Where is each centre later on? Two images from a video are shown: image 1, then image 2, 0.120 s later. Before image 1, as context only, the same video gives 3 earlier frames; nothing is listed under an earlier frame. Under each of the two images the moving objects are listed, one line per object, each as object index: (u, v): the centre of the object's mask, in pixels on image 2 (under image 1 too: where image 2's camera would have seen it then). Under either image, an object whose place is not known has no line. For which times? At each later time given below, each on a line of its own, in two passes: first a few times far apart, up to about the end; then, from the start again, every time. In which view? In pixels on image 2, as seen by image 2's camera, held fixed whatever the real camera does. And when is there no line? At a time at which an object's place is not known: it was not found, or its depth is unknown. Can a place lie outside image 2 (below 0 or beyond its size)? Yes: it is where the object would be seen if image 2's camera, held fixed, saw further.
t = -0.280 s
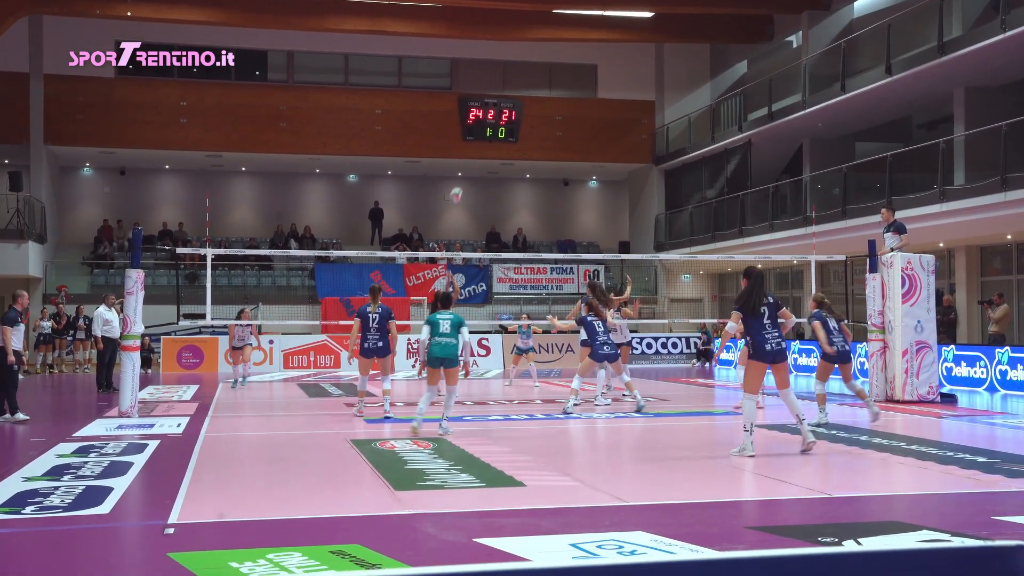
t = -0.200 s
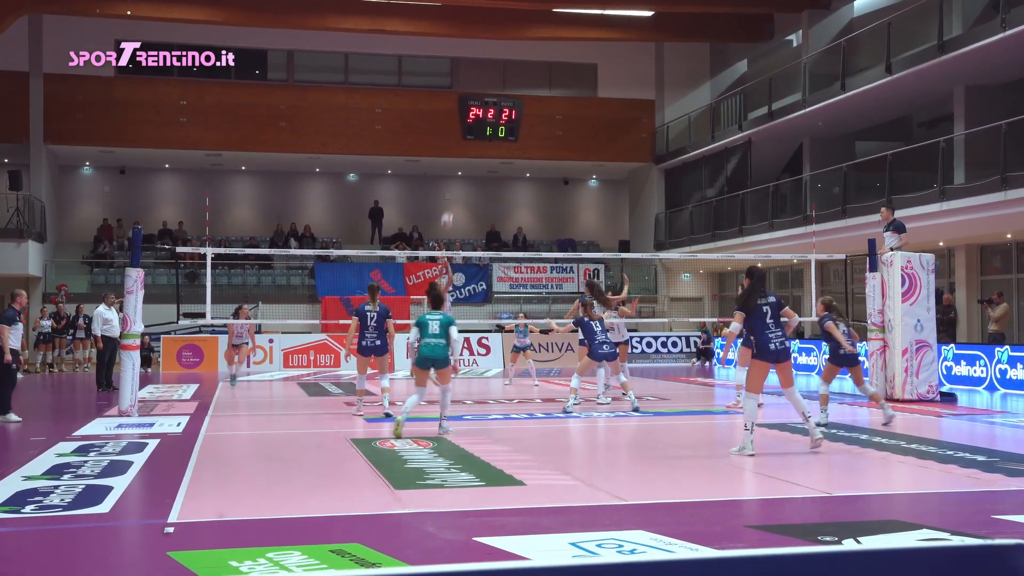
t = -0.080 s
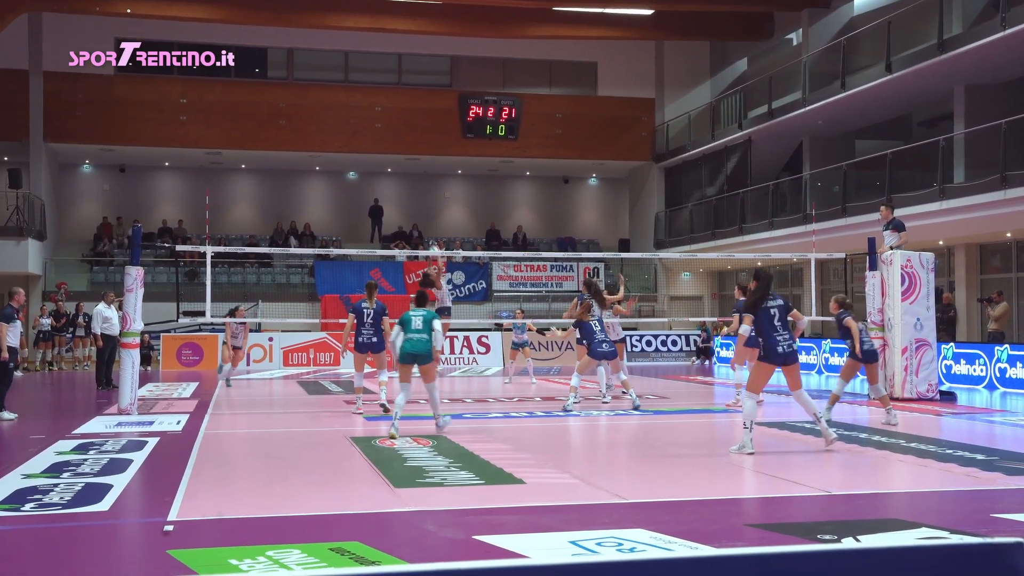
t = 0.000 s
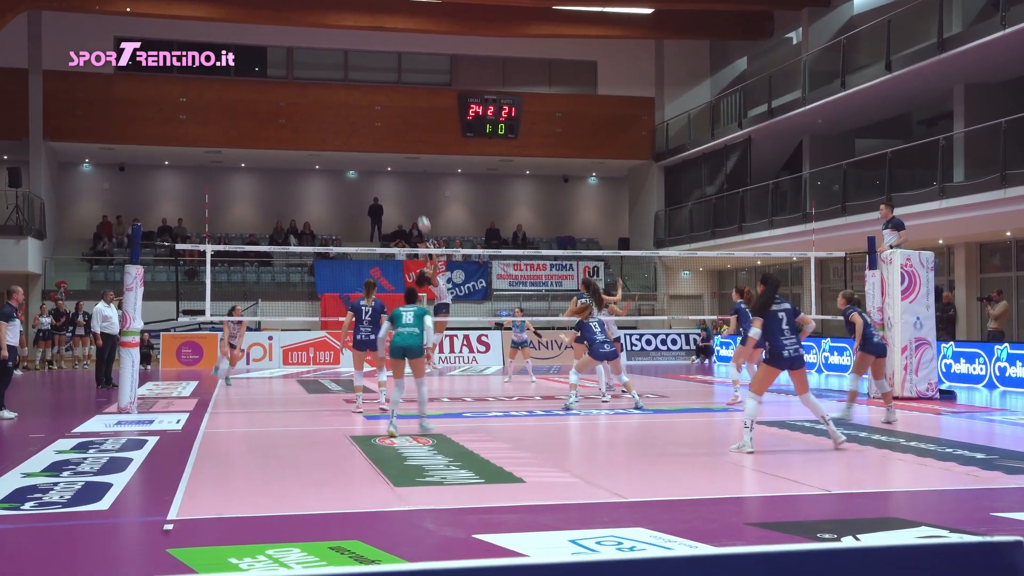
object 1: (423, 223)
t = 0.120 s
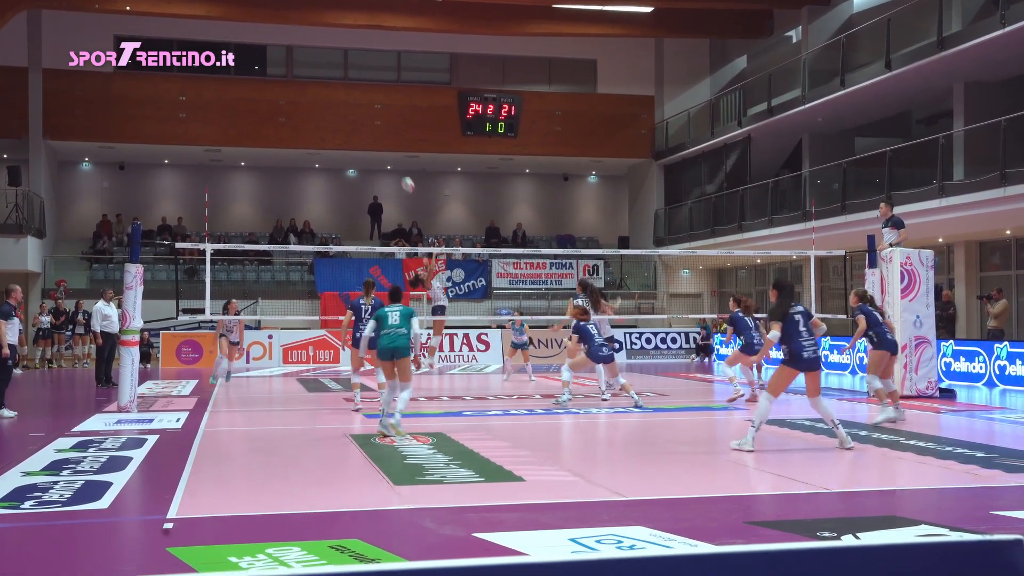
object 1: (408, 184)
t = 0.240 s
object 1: (391, 155)
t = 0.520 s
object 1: (354, 120)
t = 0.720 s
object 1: (328, 122)
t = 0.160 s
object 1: (402, 174)
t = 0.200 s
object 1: (397, 164)
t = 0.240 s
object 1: (391, 155)
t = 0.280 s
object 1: (386, 148)
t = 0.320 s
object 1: (380, 141)
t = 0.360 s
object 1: (375, 135)
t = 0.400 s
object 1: (370, 130)
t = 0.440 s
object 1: (365, 126)
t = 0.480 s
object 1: (359, 123)
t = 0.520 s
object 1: (354, 120)
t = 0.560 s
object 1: (349, 119)
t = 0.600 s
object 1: (344, 118)
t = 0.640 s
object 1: (338, 119)
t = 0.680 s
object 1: (333, 120)
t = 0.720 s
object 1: (328, 122)
